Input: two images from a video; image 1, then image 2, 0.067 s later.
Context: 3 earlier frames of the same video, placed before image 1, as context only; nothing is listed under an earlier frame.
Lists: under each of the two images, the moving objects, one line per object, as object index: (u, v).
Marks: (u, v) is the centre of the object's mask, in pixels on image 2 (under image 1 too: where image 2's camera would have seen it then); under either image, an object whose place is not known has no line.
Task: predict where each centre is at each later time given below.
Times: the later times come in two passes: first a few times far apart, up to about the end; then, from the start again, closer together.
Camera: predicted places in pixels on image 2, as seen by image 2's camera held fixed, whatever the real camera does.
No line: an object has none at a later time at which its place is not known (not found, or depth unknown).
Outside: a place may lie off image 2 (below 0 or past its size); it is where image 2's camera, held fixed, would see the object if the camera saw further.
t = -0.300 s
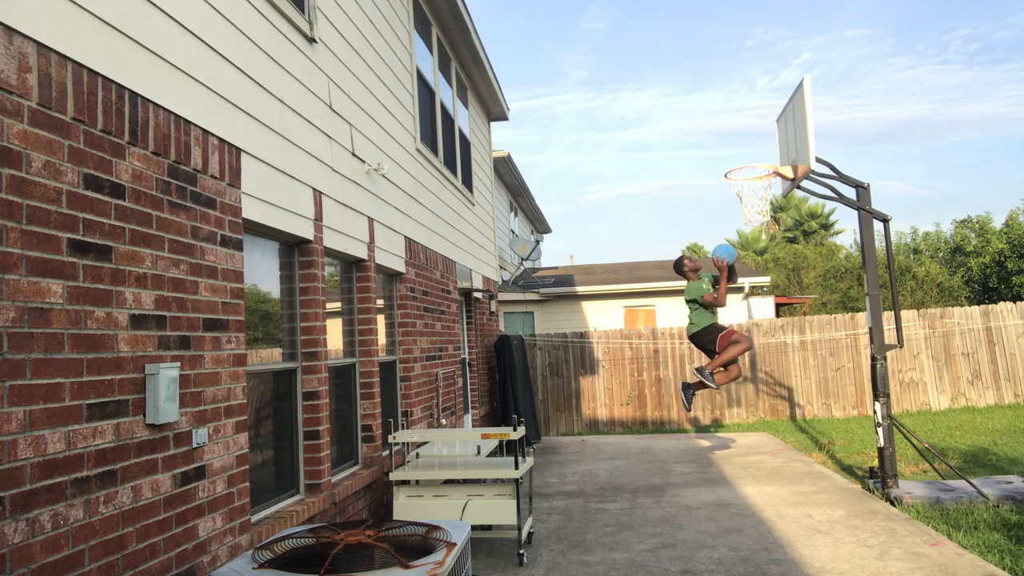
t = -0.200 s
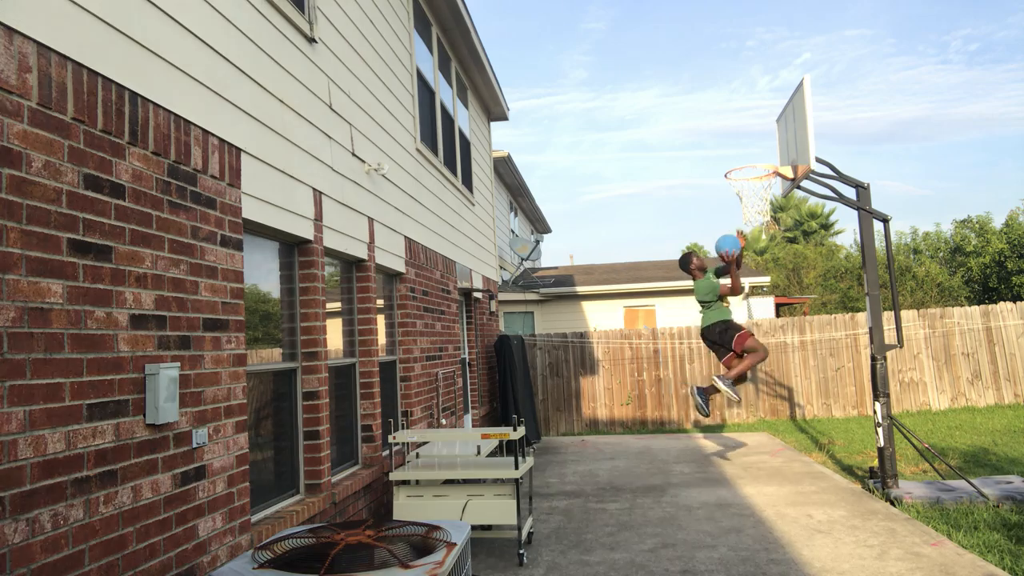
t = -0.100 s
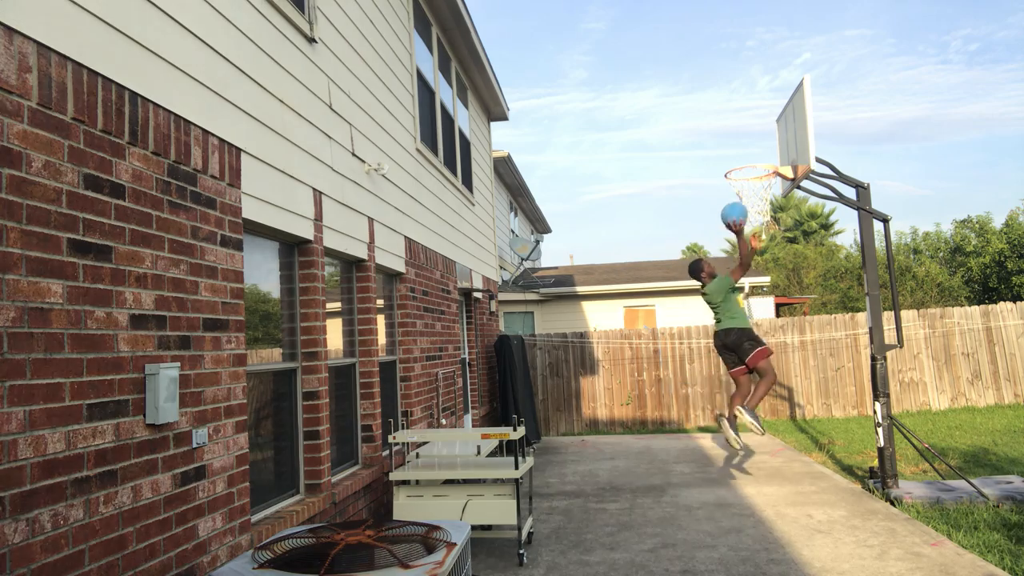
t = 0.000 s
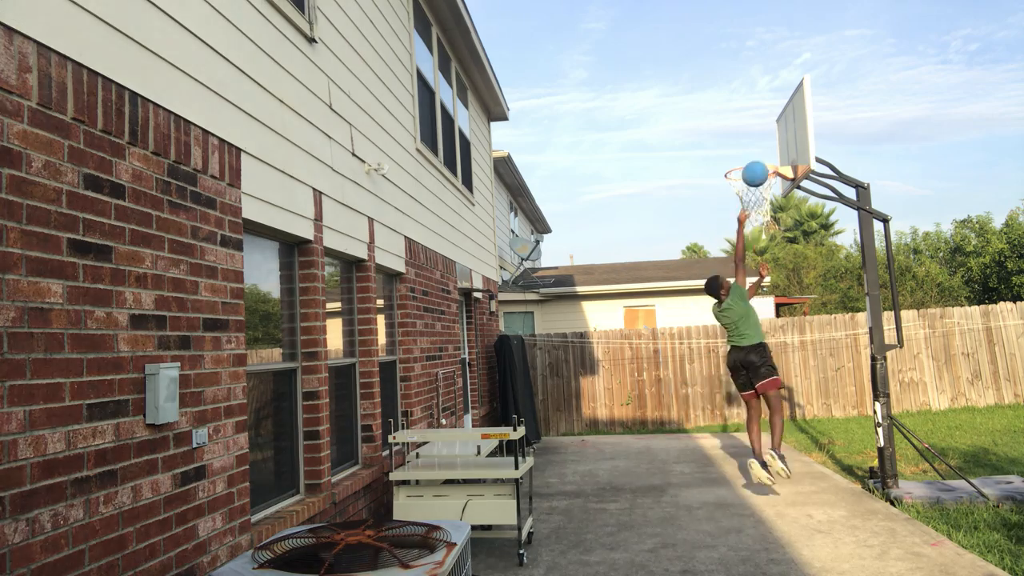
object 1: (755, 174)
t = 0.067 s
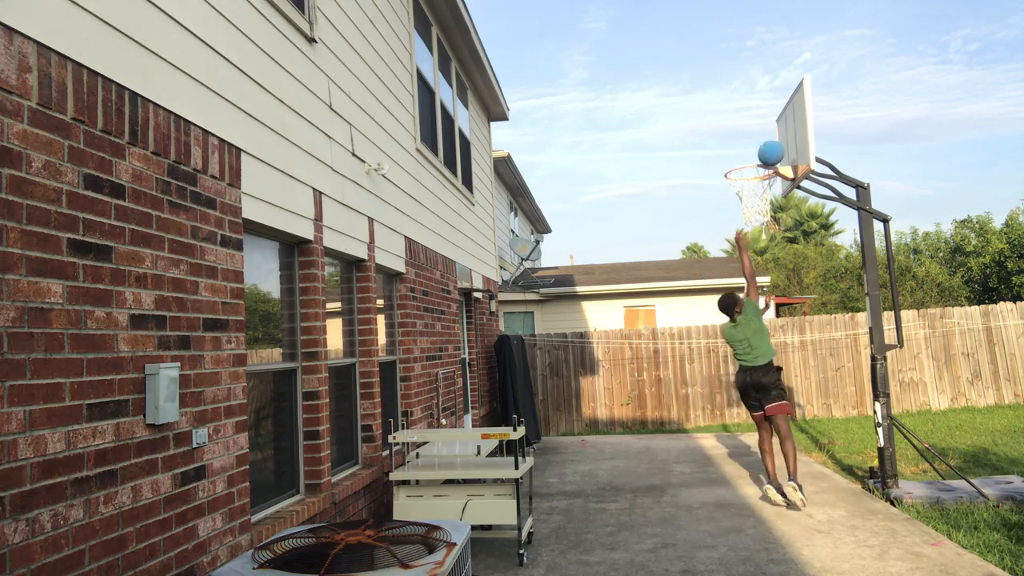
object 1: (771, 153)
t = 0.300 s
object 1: (767, 140)
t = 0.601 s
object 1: (739, 205)
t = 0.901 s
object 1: (742, 295)
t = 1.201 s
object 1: (751, 471)
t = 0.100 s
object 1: (779, 145)
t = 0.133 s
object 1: (786, 138)
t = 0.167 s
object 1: (784, 136)
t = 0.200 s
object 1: (779, 135)
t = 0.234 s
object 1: (775, 136)
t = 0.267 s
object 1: (771, 137)
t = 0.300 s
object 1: (767, 140)
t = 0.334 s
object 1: (763, 144)
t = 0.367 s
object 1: (759, 149)
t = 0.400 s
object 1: (756, 154)
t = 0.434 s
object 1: (752, 161)
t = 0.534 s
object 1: (742, 190)
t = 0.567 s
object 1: (740, 199)
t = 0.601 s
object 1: (739, 205)
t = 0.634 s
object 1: (739, 211)
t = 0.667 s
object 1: (739, 218)
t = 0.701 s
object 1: (739, 225)
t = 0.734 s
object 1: (739, 234)
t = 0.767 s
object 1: (740, 244)
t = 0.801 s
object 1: (740, 255)
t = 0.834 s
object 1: (741, 267)
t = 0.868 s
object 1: (742, 281)
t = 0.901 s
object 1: (742, 295)
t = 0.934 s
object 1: (743, 311)
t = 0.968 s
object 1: (743, 327)
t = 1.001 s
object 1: (740, 342)
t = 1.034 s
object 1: (741, 365)
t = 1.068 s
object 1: (746, 382)
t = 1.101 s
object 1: (748, 403)
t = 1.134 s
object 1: (749, 425)
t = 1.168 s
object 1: (750, 447)
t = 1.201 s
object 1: (751, 471)
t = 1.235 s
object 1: (753, 475)
